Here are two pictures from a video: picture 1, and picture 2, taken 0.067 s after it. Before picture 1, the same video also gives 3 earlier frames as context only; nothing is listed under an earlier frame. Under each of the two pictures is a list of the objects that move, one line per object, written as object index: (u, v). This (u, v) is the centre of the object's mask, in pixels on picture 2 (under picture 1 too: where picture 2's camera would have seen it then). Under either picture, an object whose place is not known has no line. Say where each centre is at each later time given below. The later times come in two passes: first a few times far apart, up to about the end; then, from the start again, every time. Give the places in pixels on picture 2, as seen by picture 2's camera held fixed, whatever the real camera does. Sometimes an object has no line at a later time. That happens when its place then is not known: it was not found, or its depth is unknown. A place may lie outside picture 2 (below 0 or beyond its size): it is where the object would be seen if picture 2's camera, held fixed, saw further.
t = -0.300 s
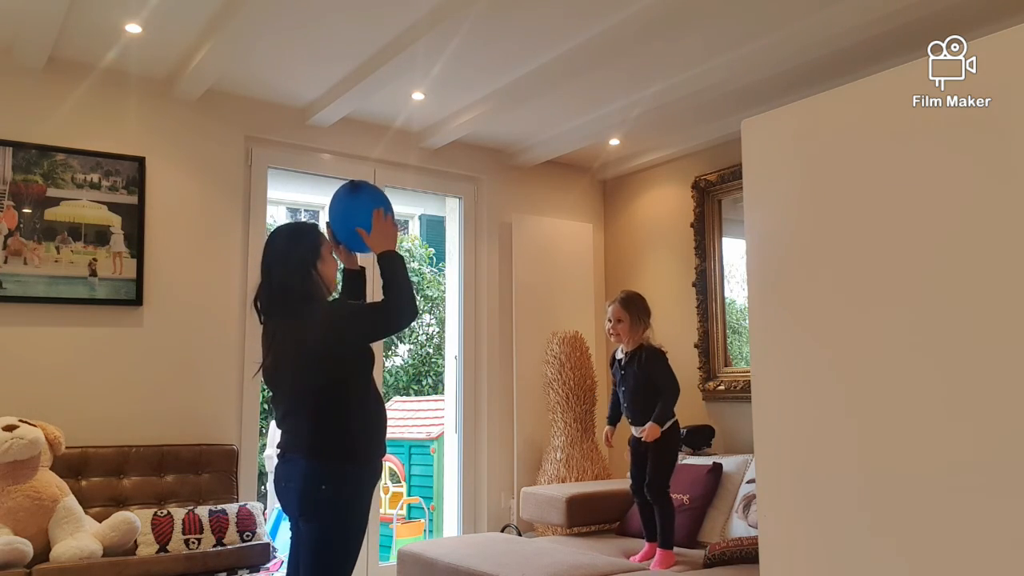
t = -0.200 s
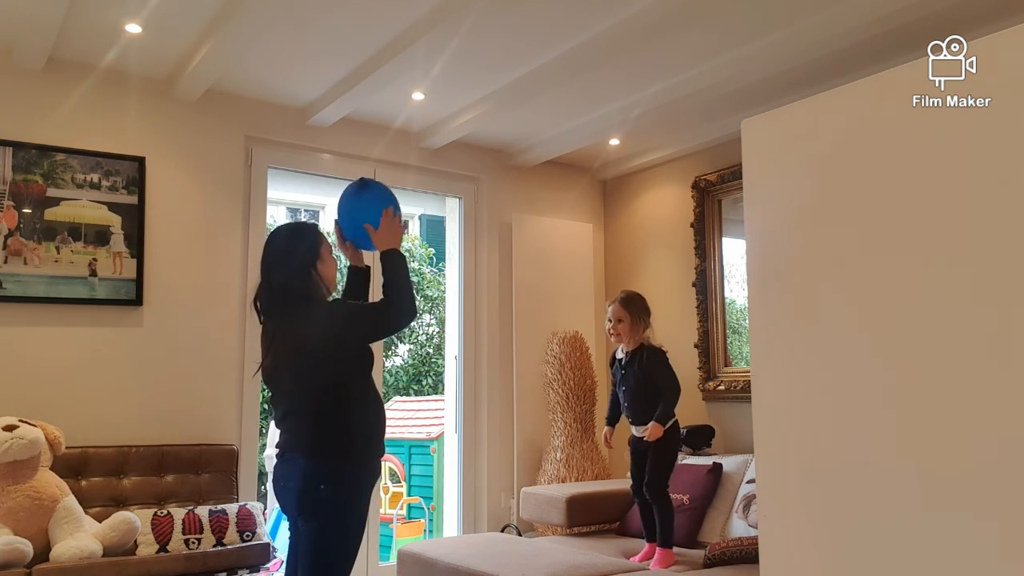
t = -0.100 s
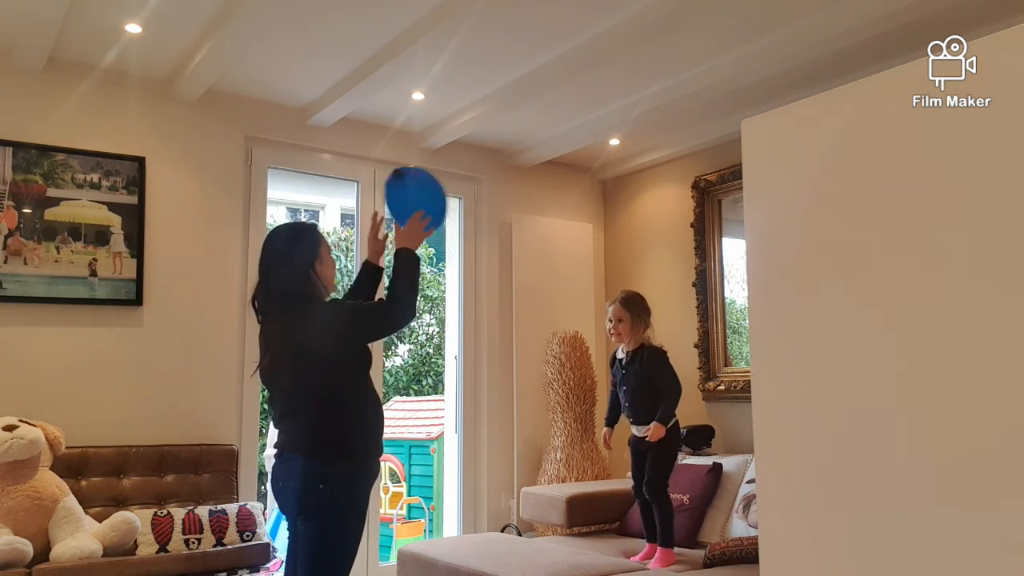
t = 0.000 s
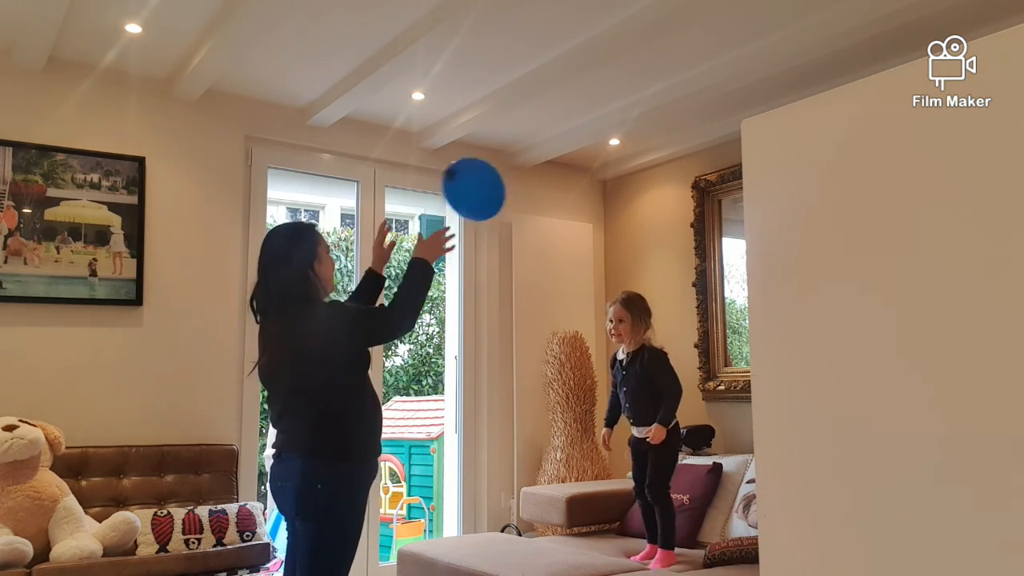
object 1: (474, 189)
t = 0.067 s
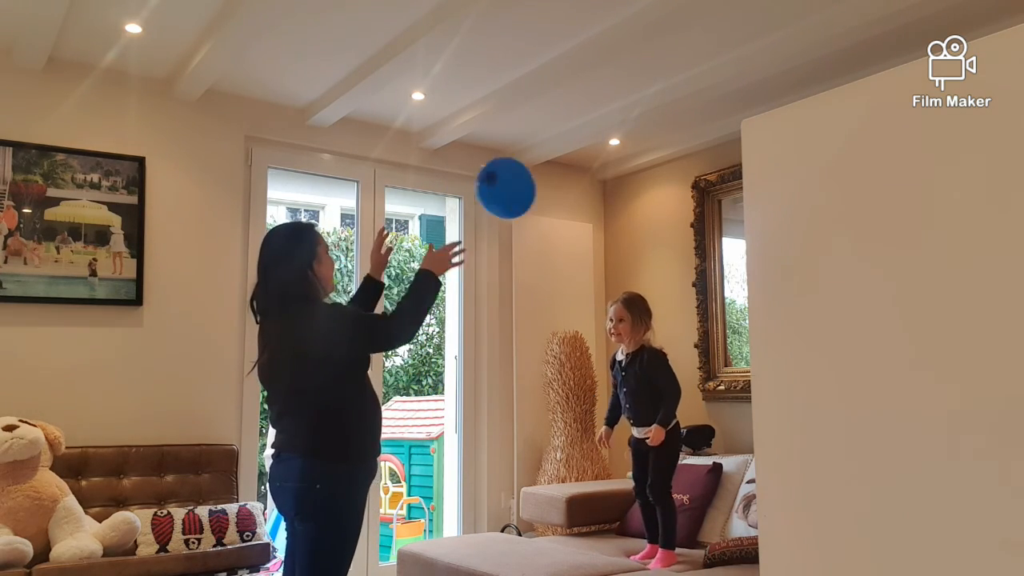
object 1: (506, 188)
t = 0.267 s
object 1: (561, 209)
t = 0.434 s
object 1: (587, 247)
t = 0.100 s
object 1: (519, 189)
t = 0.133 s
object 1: (530, 191)
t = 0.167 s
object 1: (539, 194)
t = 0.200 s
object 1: (547, 198)
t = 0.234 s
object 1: (554, 203)
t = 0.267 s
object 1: (561, 209)
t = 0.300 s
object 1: (567, 216)
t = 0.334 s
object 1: (573, 223)
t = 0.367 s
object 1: (578, 231)
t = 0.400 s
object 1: (583, 239)
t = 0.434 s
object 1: (587, 247)
